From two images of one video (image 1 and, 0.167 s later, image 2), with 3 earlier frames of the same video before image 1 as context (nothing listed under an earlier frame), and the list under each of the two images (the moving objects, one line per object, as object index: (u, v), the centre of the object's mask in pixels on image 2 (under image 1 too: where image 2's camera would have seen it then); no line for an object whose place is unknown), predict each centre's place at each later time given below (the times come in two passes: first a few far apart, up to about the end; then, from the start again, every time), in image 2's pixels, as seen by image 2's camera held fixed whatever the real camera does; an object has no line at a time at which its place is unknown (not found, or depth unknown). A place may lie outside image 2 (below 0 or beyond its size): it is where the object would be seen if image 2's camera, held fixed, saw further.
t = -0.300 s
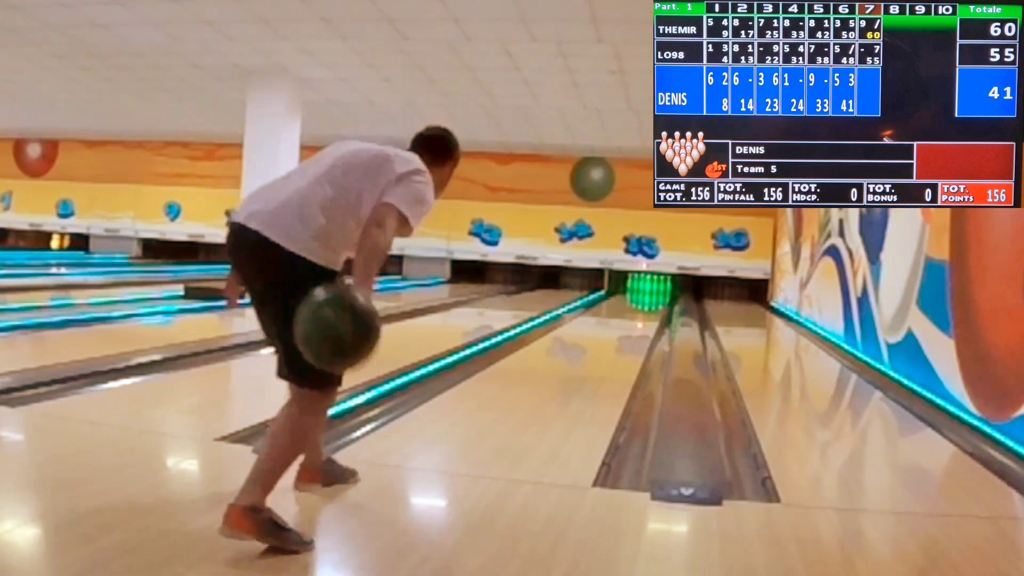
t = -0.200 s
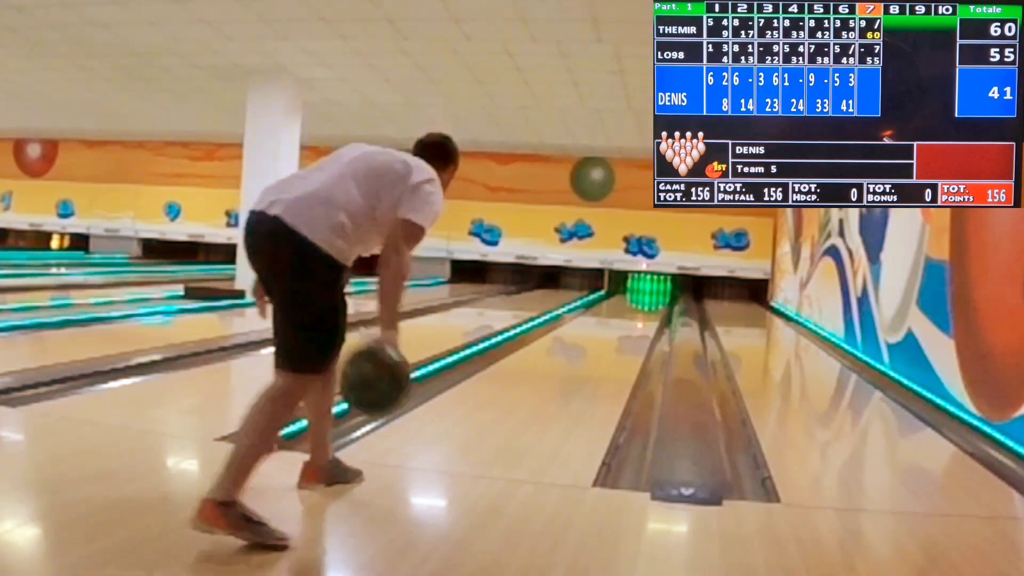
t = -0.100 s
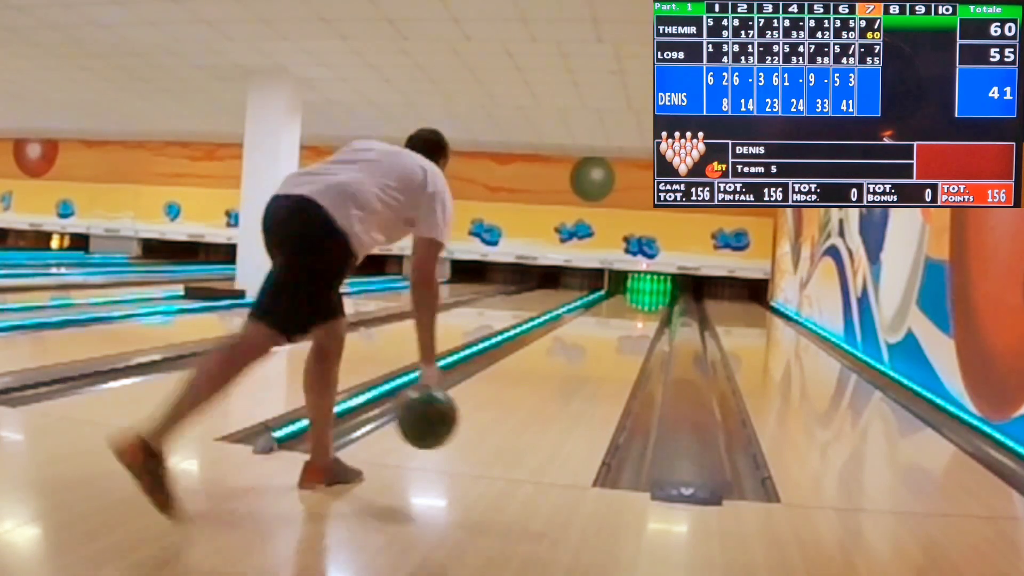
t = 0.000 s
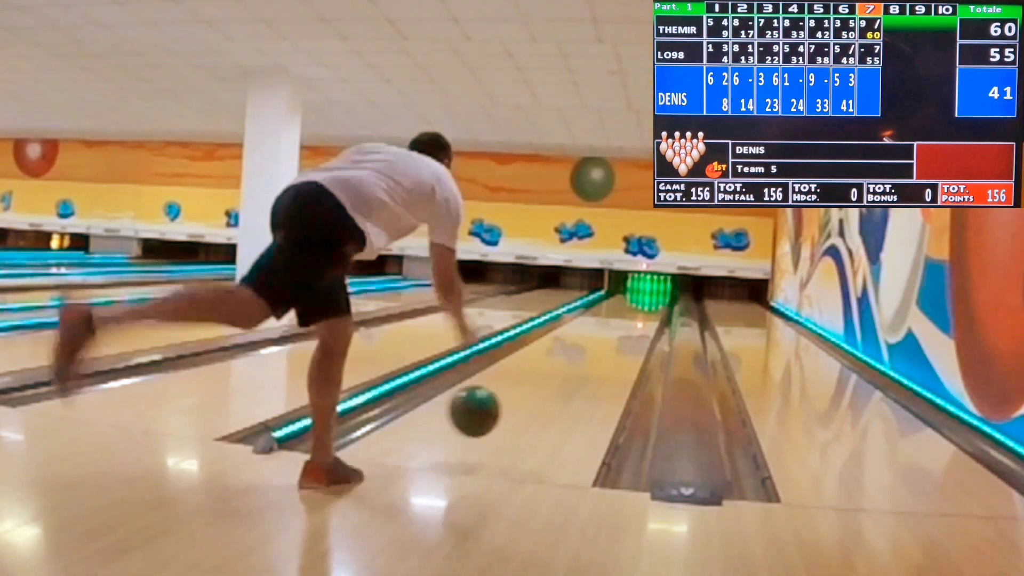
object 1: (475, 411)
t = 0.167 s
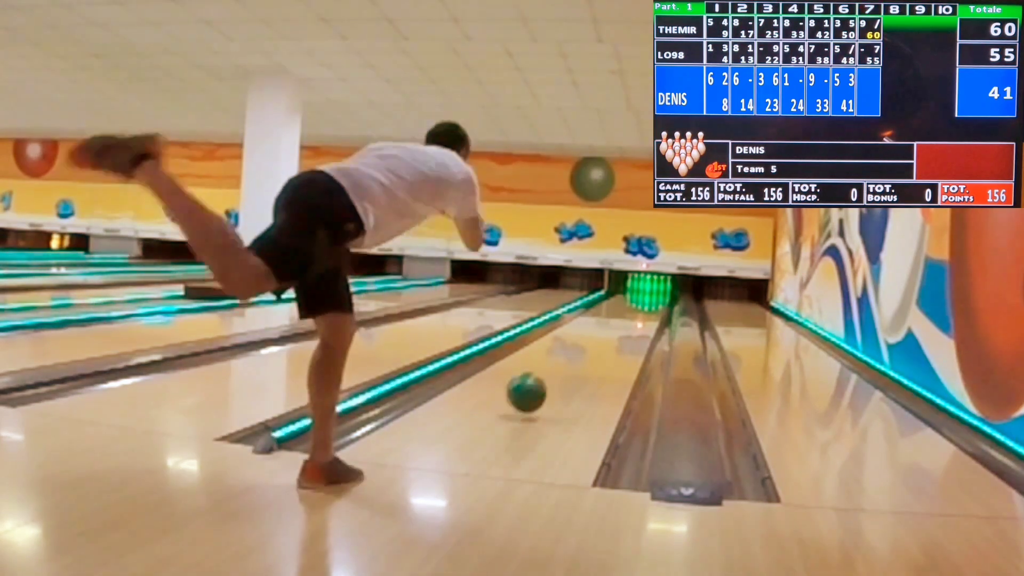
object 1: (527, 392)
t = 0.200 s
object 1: (534, 387)
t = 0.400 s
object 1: (570, 366)
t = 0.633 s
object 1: (597, 345)
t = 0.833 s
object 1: (613, 332)
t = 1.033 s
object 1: (624, 324)
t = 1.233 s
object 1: (633, 317)
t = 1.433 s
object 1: (640, 311)
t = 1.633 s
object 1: (646, 307)
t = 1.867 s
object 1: (651, 303)
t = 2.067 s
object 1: (655, 301)
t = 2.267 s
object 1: (657, 298)
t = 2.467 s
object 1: (658, 296)
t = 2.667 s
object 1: (661, 293)
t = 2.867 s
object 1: (662, 293)
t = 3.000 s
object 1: (663, 292)
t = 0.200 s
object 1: (534, 387)
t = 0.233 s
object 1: (541, 384)
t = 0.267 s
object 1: (548, 382)
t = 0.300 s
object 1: (554, 376)
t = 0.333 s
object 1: (560, 373)
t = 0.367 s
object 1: (565, 369)
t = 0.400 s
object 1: (570, 366)
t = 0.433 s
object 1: (574, 362)
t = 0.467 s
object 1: (579, 358)
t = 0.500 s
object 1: (583, 356)
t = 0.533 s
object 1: (587, 353)
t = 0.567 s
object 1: (590, 350)
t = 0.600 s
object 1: (593, 347)
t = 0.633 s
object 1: (597, 345)
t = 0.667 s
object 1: (600, 342)
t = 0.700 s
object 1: (602, 340)
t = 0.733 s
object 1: (605, 338)
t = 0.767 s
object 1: (608, 336)
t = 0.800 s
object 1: (610, 334)
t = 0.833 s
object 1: (613, 332)
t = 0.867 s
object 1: (615, 331)
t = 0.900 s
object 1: (617, 329)
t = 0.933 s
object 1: (619, 328)
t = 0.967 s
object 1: (621, 327)
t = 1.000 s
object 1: (623, 325)
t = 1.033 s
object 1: (624, 324)
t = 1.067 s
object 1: (626, 323)
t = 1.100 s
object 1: (628, 322)
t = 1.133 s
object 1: (629, 321)
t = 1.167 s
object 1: (631, 319)
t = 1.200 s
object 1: (632, 318)
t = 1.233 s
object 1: (633, 317)
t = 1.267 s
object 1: (635, 315)
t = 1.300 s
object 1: (636, 314)
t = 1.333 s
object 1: (637, 314)
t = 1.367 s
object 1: (638, 313)
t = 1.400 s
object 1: (639, 311)
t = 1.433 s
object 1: (640, 311)
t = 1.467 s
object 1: (642, 310)
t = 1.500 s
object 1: (643, 309)
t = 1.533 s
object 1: (643, 308)
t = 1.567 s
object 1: (644, 308)
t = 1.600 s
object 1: (645, 307)
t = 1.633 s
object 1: (646, 307)
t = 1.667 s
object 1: (647, 306)
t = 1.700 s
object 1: (647, 305)
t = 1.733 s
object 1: (648, 305)
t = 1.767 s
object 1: (650, 304)
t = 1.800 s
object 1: (650, 303)
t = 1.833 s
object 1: (650, 303)
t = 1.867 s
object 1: (651, 303)
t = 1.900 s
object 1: (652, 302)
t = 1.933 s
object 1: (653, 302)
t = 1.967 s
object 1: (654, 302)
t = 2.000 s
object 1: (654, 302)
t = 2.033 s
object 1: (655, 301)
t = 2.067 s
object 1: (655, 301)
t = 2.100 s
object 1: (655, 300)
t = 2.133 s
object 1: (656, 299)
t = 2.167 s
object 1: (656, 299)
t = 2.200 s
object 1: (657, 298)
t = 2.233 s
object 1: (657, 298)
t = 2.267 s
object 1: (657, 298)
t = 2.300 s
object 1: (657, 297)
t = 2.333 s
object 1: (657, 297)
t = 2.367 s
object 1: (657, 296)
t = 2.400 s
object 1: (659, 296)
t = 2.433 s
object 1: (658, 296)
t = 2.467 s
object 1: (658, 296)
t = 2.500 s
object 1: (660, 295)
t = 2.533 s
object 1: (661, 295)
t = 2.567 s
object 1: (661, 294)
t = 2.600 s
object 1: (662, 294)
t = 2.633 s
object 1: (662, 294)
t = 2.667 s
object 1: (661, 293)
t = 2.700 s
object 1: (661, 293)
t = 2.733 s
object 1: (662, 293)
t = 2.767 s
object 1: (662, 293)
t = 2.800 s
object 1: (662, 293)
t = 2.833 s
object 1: (662, 292)
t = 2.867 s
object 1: (662, 293)
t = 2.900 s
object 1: (663, 292)
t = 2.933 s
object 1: (663, 293)
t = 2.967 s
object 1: (663, 292)
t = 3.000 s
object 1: (663, 292)
